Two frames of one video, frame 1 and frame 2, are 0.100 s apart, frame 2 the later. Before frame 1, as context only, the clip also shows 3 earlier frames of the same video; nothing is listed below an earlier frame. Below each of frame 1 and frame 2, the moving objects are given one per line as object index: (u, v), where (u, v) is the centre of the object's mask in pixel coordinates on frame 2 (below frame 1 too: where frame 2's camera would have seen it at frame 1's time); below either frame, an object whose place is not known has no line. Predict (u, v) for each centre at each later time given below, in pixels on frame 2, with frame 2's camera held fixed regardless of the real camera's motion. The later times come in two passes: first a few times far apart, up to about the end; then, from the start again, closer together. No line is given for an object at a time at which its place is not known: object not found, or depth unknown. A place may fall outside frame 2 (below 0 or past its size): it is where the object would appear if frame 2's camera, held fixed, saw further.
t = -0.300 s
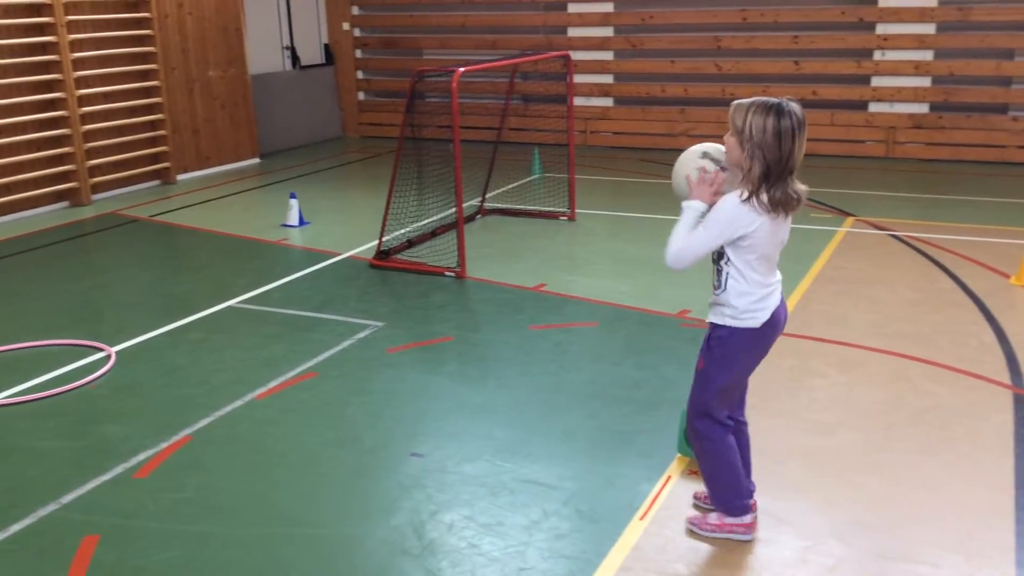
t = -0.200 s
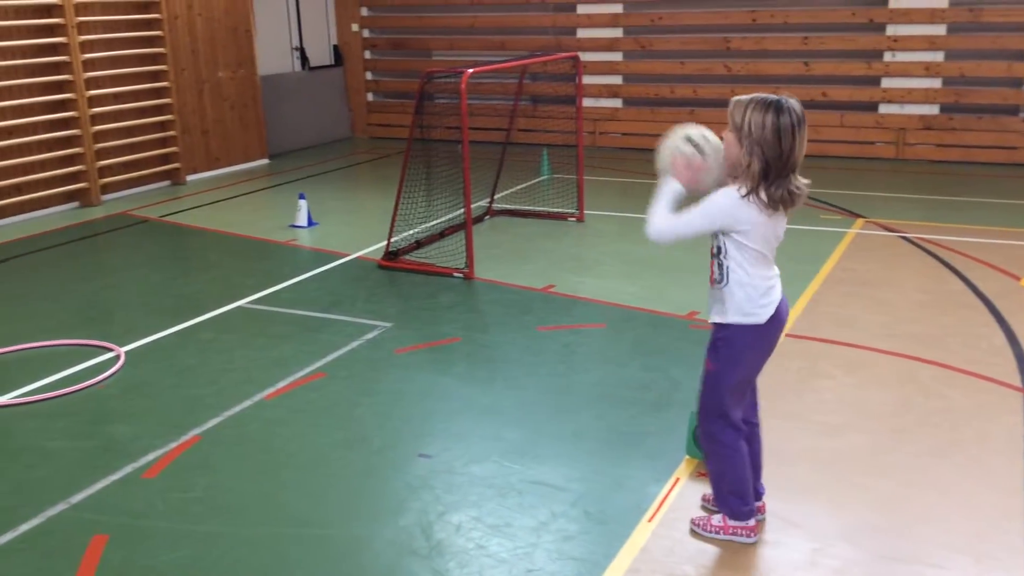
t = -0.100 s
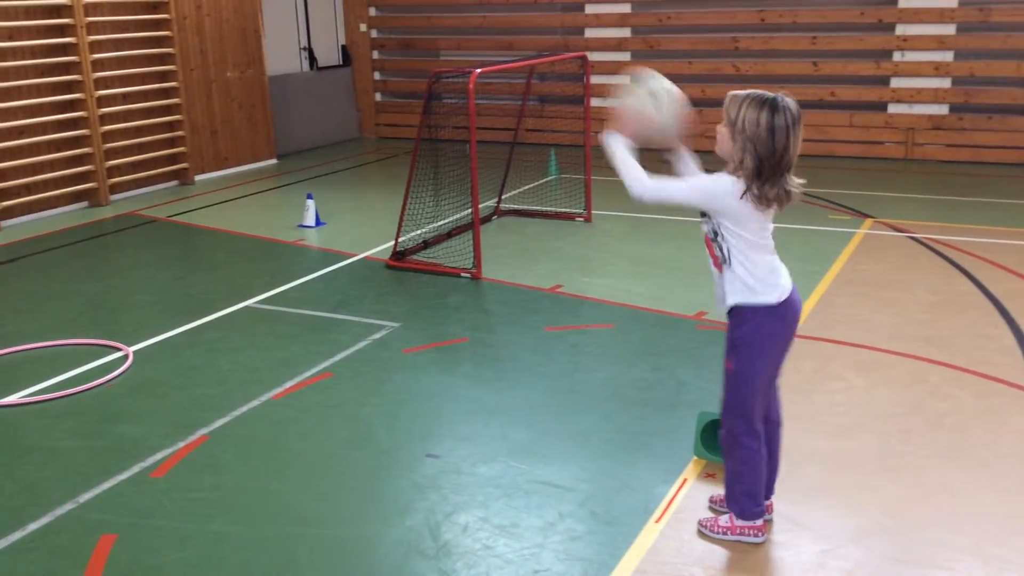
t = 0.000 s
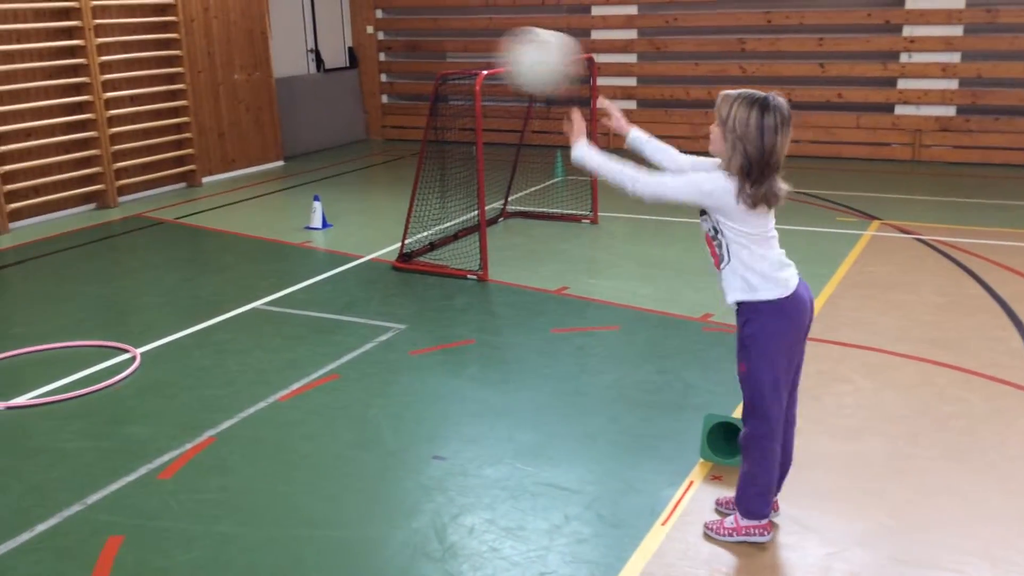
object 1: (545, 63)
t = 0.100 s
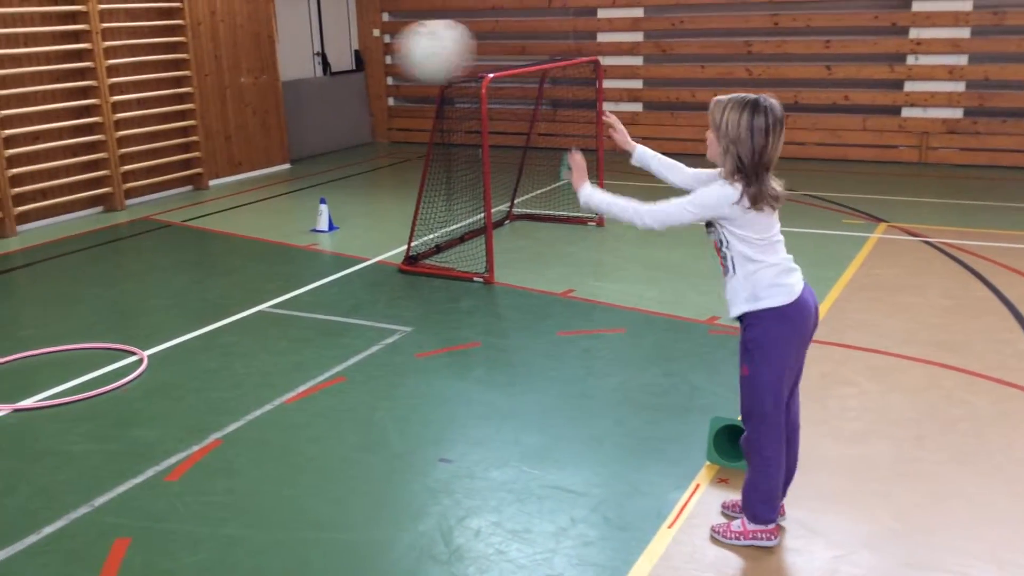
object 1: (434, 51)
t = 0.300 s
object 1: (253, 107)
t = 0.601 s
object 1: (80, 322)
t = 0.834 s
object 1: (2, 208)
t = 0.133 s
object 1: (401, 53)
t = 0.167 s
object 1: (368, 59)
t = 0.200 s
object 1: (338, 68)
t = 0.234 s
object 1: (308, 79)
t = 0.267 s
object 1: (280, 92)
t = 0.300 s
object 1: (253, 107)
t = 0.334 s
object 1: (229, 125)
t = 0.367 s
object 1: (206, 144)
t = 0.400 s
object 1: (183, 164)
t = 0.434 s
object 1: (163, 188)
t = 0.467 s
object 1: (143, 215)
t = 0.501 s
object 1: (125, 242)
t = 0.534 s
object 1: (109, 268)
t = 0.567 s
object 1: (94, 297)
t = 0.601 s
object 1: (80, 322)
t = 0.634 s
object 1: (66, 338)
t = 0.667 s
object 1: (54, 310)
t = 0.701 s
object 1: (42, 285)
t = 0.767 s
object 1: (21, 242)
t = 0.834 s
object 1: (2, 208)
